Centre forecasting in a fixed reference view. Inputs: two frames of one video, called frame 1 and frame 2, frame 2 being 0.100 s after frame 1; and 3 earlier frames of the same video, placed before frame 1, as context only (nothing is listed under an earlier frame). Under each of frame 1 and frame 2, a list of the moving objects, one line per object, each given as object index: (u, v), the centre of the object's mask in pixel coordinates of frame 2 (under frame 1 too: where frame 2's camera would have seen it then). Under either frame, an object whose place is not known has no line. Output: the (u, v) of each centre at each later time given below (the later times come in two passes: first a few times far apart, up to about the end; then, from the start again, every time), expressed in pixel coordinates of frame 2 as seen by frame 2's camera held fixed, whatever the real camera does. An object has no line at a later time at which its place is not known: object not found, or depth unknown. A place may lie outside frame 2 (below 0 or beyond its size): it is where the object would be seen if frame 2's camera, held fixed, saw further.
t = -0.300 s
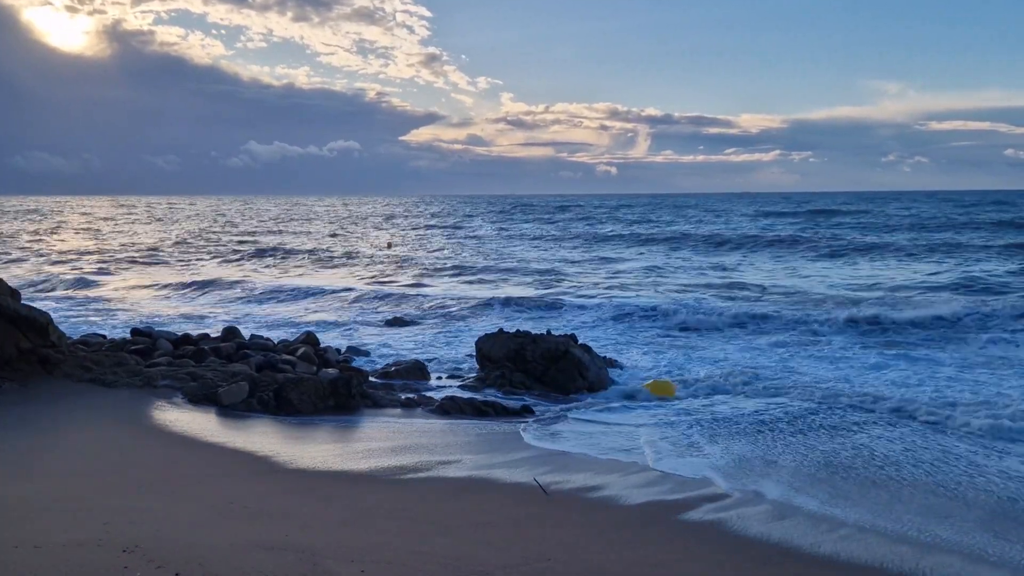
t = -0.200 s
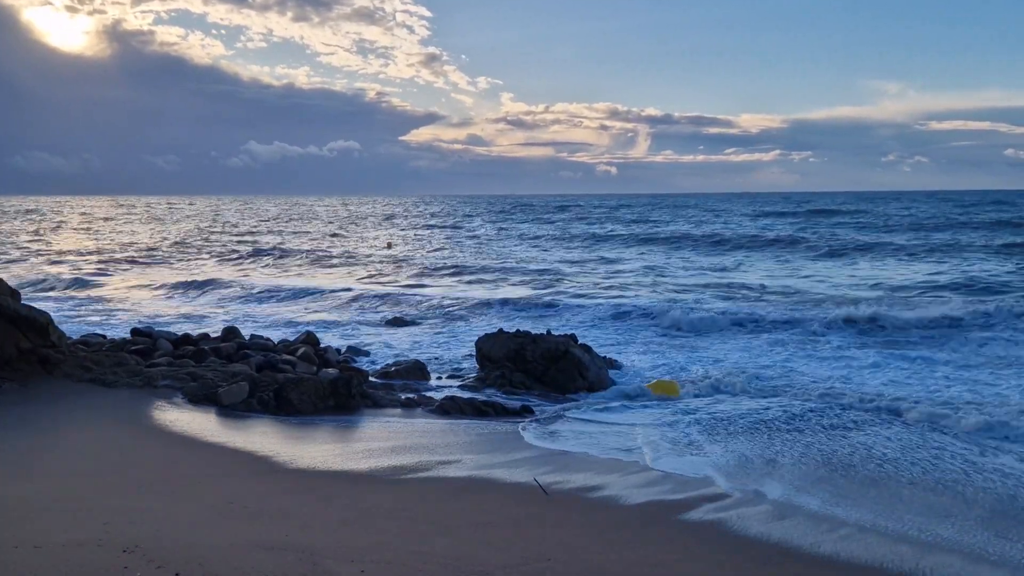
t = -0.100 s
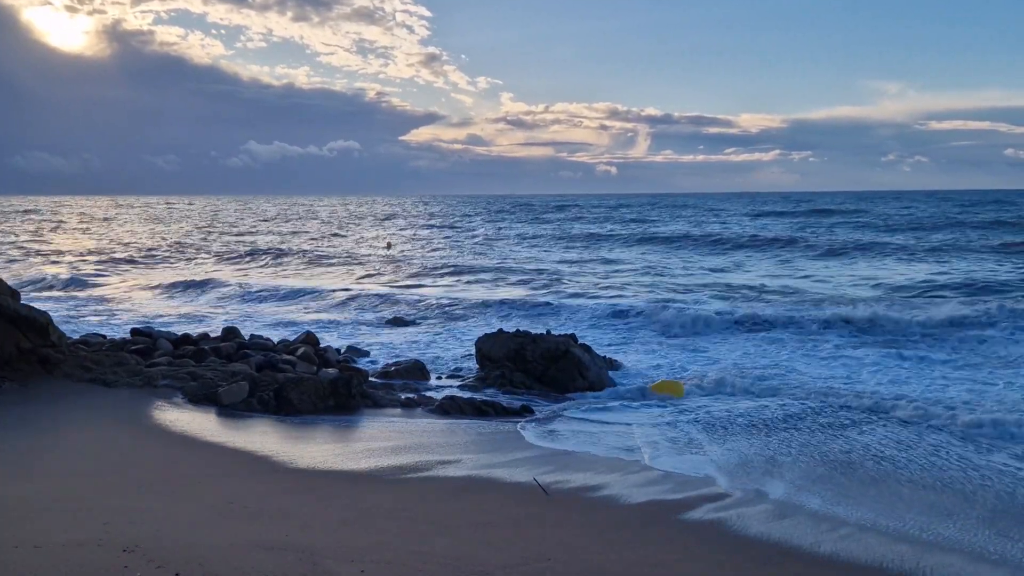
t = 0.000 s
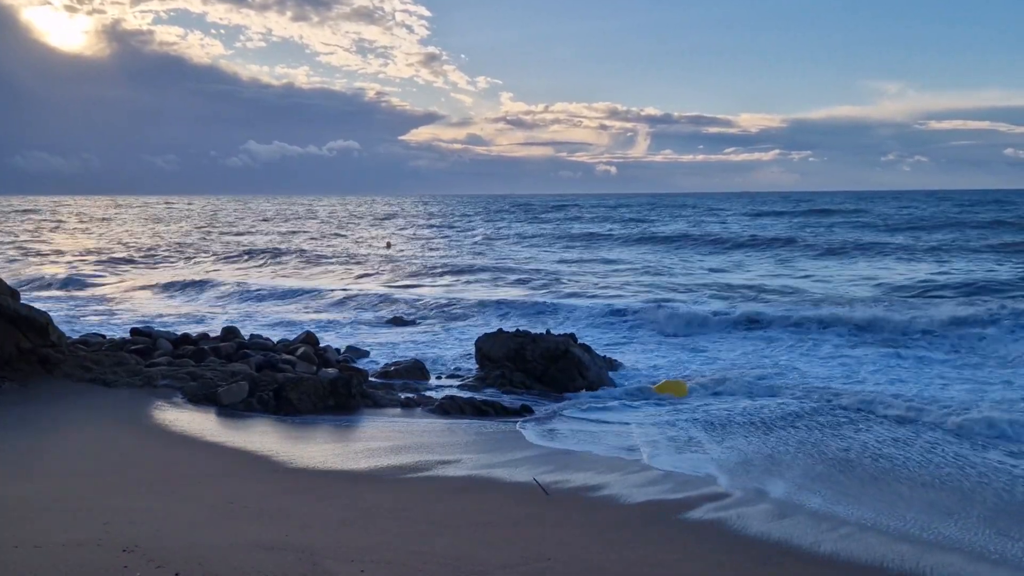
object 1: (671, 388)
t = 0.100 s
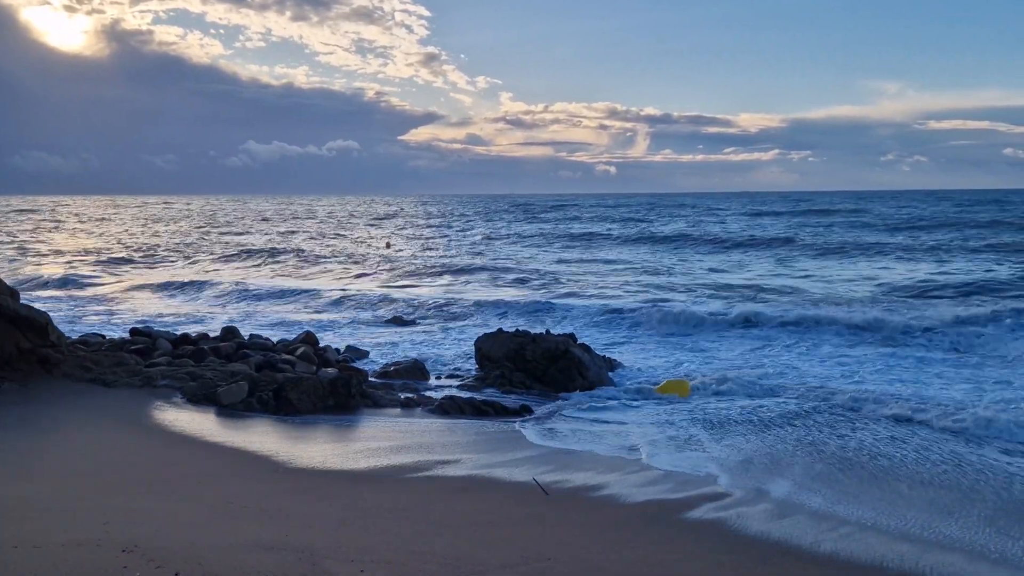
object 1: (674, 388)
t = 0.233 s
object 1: (678, 386)
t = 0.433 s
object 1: (680, 385)
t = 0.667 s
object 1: (680, 384)
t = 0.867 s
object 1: (679, 383)
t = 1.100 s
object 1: (679, 383)
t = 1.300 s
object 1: (679, 382)
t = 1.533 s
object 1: (678, 382)
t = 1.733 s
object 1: (677, 383)
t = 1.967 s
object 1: (678, 383)
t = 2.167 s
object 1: (678, 384)
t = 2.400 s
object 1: (677, 385)
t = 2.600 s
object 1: (676, 385)
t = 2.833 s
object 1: (674, 385)
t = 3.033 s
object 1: (673, 385)
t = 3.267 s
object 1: (669, 384)
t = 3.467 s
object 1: (665, 384)
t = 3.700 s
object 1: (660, 384)
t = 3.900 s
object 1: (656, 383)
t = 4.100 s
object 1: (652, 383)
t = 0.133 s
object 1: (676, 387)
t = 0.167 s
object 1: (676, 387)
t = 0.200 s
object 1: (677, 386)
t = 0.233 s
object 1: (678, 386)
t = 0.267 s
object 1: (678, 386)
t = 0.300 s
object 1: (678, 385)
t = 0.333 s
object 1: (679, 385)
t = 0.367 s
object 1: (679, 385)
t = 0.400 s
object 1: (679, 385)
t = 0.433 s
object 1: (680, 385)
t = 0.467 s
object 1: (680, 385)
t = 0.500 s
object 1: (680, 385)
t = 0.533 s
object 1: (680, 384)
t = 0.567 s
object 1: (680, 384)
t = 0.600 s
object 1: (680, 384)
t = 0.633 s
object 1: (680, 384)
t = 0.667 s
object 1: (680, 384)
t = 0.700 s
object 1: (680, 384)
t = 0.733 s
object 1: (680, 384)
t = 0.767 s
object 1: (680, 383)
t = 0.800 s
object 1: (680, 383)
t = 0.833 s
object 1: (679, 383)
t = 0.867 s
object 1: (679, 383)
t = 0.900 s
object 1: (679, 383)
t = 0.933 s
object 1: (679, 383)
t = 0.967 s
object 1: (679, 383)
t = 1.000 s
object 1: (679, 383)
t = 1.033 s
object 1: (679, 383)
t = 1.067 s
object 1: (679, 383)
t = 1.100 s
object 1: (679, 383)
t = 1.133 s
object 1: (679, 383)
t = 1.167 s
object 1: (679, 382)
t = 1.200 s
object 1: (679, 382)
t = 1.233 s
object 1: (679, 382)
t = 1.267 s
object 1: (679, 382)
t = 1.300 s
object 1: (679, 382)
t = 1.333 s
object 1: (678, 382)
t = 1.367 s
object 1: (678, 382)
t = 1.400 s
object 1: (678, 382)
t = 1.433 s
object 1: (678, 382)
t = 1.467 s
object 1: (678, 382)
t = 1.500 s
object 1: (678, 382)
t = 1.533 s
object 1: (678, 382)
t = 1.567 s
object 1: (678, 382)
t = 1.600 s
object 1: (678, 382)
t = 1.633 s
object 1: (677, 382)
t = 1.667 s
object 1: (677, 382)
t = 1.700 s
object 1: (677, 382)
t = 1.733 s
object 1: (677, 383)
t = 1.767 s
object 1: (677, 383)
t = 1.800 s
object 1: (677, 383)
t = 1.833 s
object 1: (677, 383)
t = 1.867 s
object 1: (678, 383)
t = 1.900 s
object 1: (677, 383)
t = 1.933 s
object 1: (677, 383)
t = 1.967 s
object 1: (678, 383)
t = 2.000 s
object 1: (678, 383)
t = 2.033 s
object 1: (678, 383)
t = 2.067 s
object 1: (677, 383)
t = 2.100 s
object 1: (678, 384)
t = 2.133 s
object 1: (678, 384)
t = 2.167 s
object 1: (678, 384)
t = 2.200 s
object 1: (678, 384)
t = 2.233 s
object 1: (678, 384)
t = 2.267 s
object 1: (677, 384)
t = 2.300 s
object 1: (677, 384)
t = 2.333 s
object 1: (677, 385)
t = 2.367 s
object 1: (677, 384)
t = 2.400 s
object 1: (677, 385)
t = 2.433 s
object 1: (677, 385)
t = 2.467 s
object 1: (677, 385)
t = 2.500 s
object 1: (677, 385)
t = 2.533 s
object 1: (676, 385)
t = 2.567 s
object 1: (676, 385)
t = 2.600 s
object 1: (676, 385)
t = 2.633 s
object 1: (676, 385)
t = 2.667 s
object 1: (676, 385)
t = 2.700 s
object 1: (676, 385)
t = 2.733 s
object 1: (675, 385)
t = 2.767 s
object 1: (675, 385)
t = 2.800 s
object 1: (675, 385)
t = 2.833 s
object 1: (674, 385)
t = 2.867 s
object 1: (674, 385)
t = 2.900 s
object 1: (674, 385)
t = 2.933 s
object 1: (673, 385)
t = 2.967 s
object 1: (673, 385)
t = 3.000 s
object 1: (673, 385)
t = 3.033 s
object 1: (673, 385)
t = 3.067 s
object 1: (672, 385)
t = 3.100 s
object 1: (671, 384)
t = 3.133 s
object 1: (671, 384)
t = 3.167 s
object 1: (671, 384)
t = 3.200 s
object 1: (670, 384)
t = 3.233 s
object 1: (669, 384)
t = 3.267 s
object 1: (669, 384)
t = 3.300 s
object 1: (669, 384)
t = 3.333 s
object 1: (668, 384)
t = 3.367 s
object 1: (667, 384)
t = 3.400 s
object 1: (667, 384)
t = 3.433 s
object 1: (666, 384)
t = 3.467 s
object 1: (665, 384)
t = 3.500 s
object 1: (665, 384)
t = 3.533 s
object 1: (664, 384)
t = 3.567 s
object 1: (663, 384)
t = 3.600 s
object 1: (663, 384)
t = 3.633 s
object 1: (661, 384)
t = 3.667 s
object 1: (661, 384)
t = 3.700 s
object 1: (660, 384)
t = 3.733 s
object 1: (660, 383)
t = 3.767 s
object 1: (659, 383)
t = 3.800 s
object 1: (658, 383)
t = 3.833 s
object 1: (658, 383)
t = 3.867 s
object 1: (657, 383)
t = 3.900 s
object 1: (656, 383)
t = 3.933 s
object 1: (656, 383)
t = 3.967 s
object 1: (655, 383)
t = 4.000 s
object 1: (654, 383)
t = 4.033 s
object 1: (653, 383)
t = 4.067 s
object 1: (652, 383)
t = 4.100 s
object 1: (652, 383)
